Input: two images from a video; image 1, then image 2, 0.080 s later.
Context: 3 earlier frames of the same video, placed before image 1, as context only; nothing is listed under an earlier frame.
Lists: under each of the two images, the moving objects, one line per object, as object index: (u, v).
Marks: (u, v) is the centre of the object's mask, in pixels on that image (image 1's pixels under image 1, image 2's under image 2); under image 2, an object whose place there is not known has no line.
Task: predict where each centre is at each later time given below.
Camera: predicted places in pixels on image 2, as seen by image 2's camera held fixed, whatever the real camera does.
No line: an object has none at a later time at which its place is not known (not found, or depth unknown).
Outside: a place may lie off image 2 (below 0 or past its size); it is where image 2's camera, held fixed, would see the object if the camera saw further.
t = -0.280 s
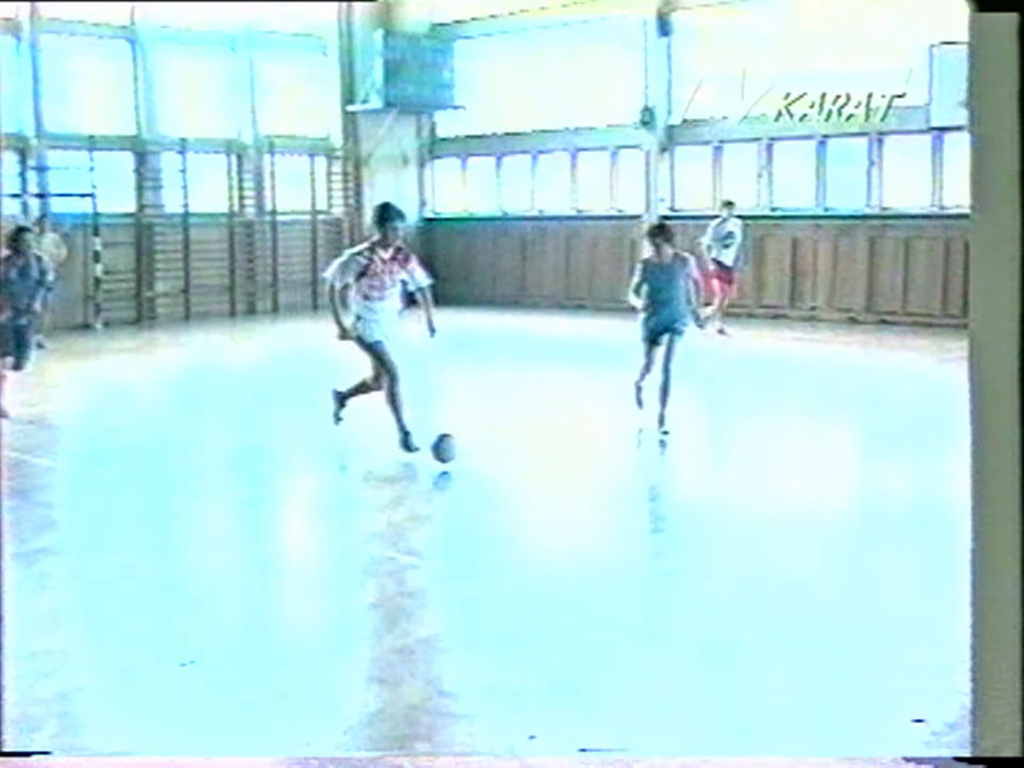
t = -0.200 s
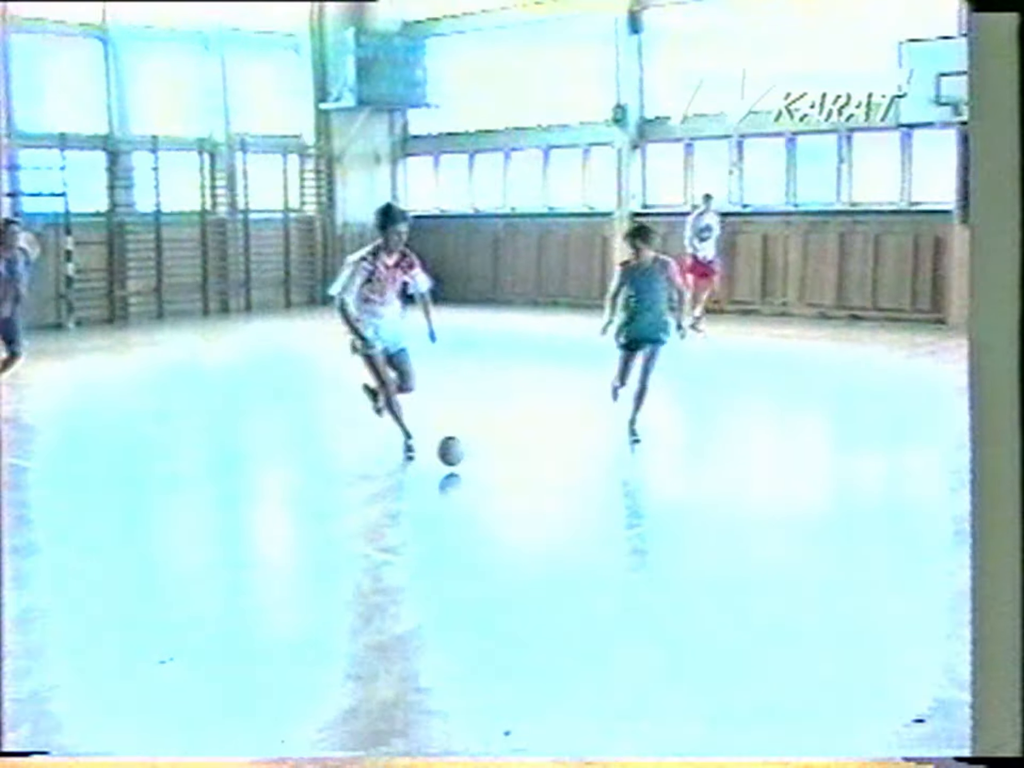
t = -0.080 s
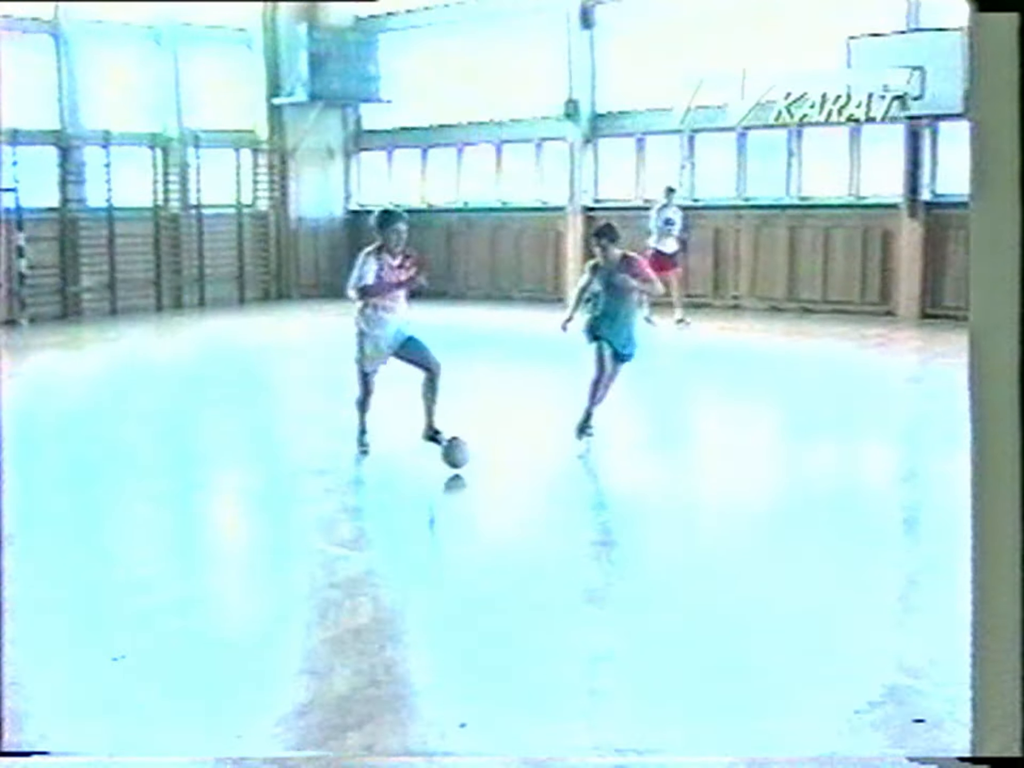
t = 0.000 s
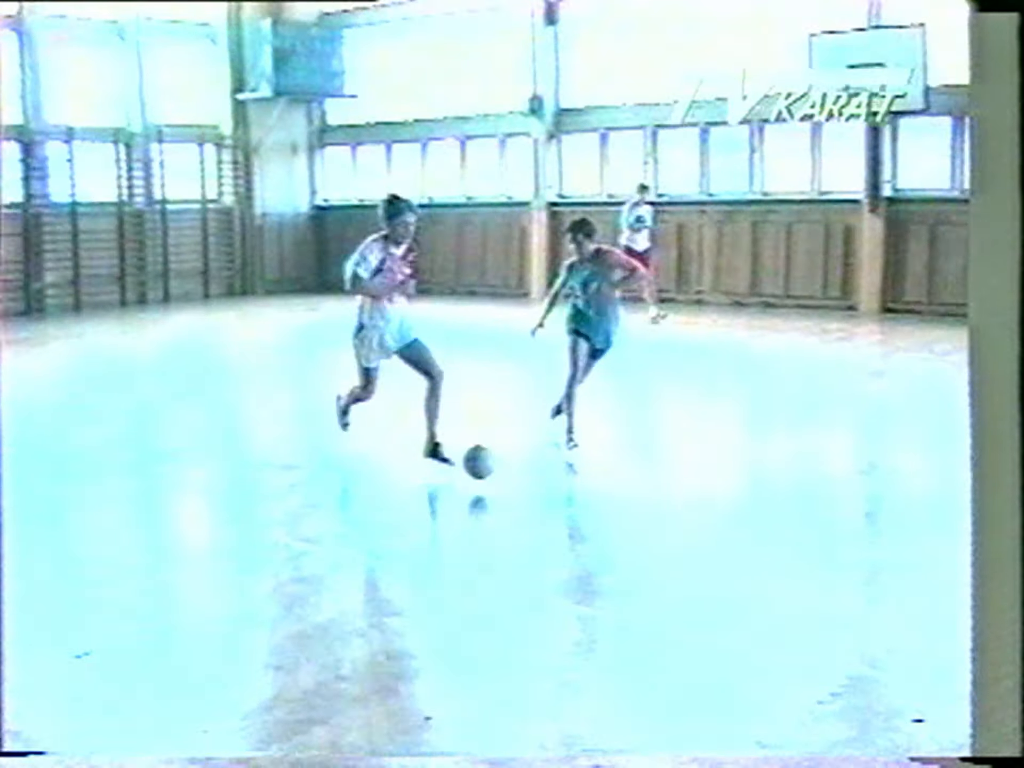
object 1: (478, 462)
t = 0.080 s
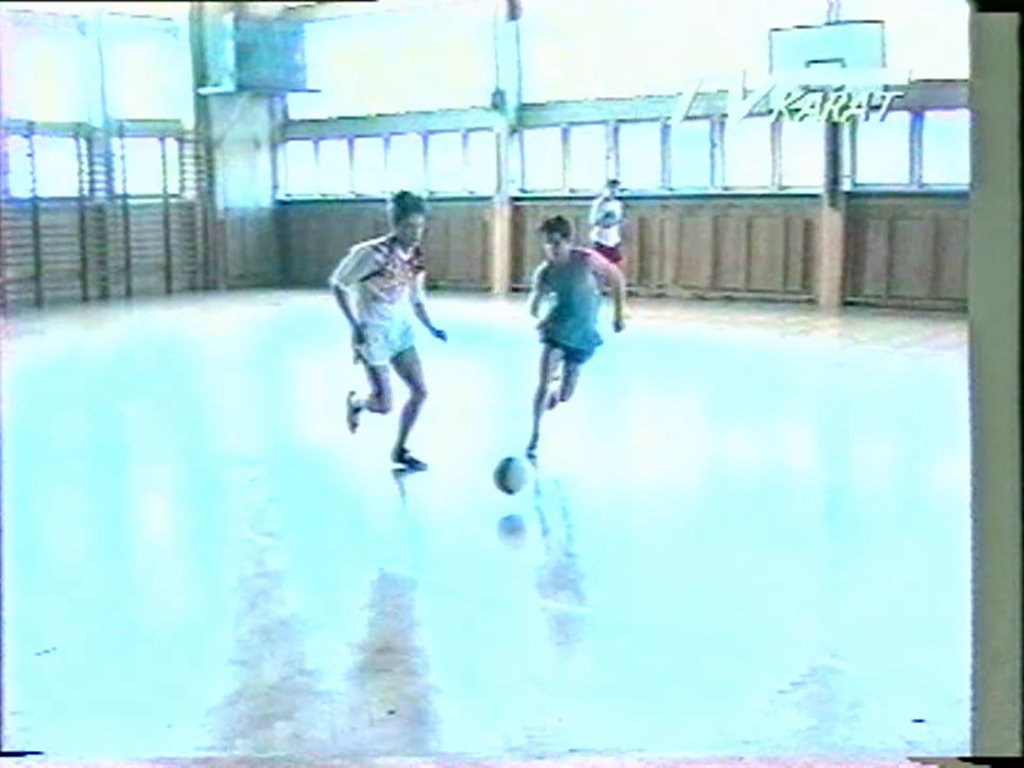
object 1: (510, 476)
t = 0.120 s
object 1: (547, 491)
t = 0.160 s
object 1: (589, 510)
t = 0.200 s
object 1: (628, 513)
